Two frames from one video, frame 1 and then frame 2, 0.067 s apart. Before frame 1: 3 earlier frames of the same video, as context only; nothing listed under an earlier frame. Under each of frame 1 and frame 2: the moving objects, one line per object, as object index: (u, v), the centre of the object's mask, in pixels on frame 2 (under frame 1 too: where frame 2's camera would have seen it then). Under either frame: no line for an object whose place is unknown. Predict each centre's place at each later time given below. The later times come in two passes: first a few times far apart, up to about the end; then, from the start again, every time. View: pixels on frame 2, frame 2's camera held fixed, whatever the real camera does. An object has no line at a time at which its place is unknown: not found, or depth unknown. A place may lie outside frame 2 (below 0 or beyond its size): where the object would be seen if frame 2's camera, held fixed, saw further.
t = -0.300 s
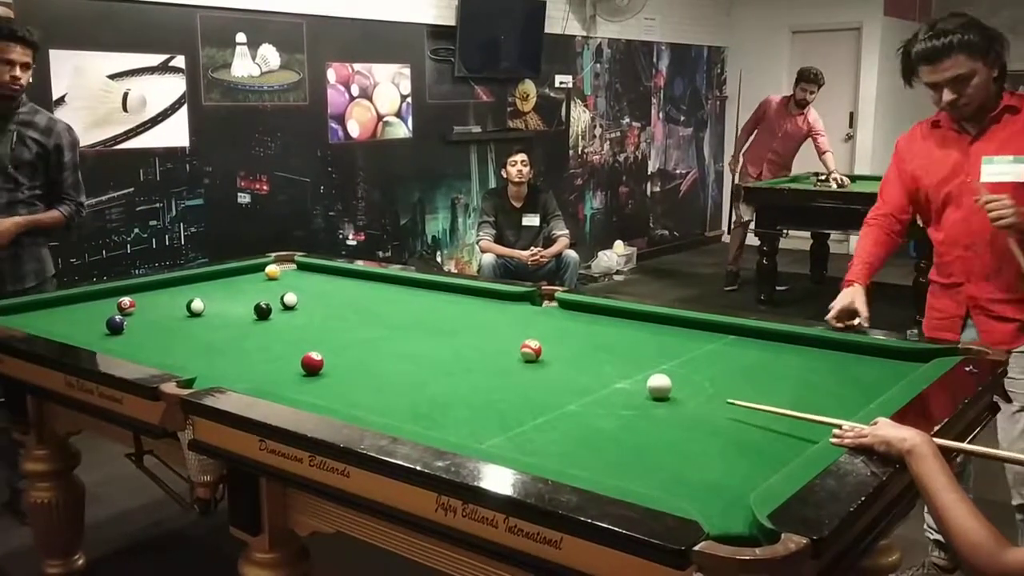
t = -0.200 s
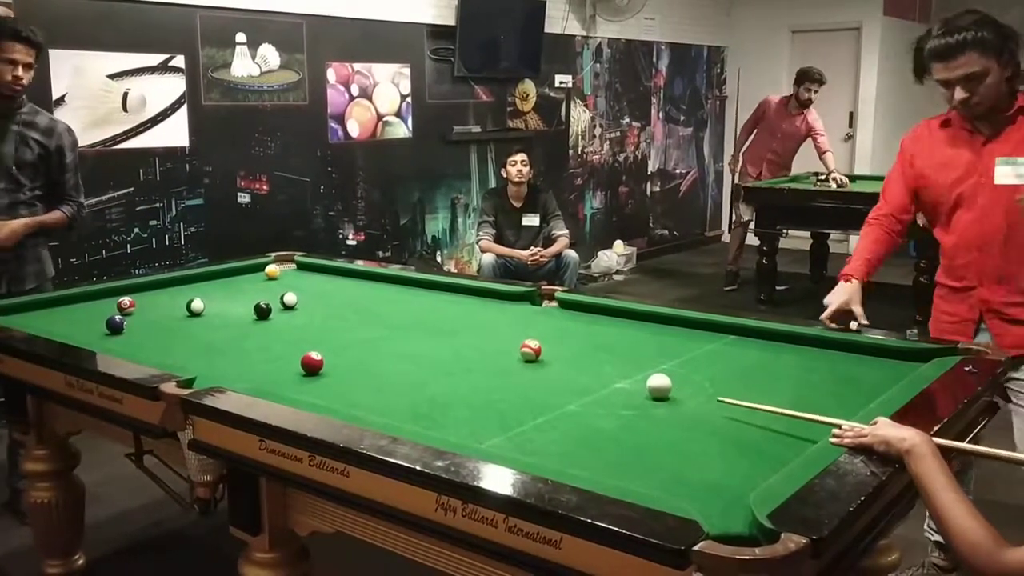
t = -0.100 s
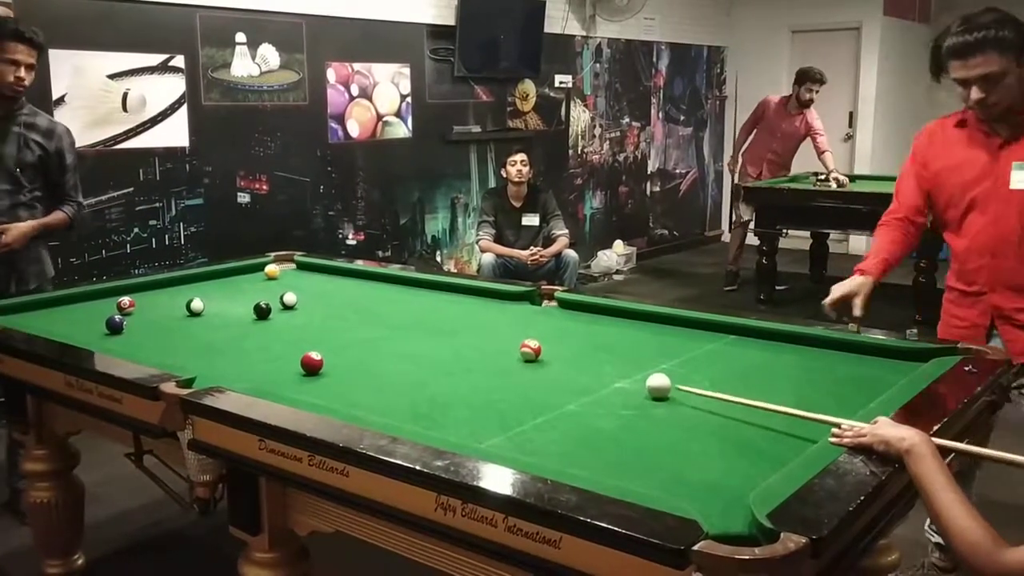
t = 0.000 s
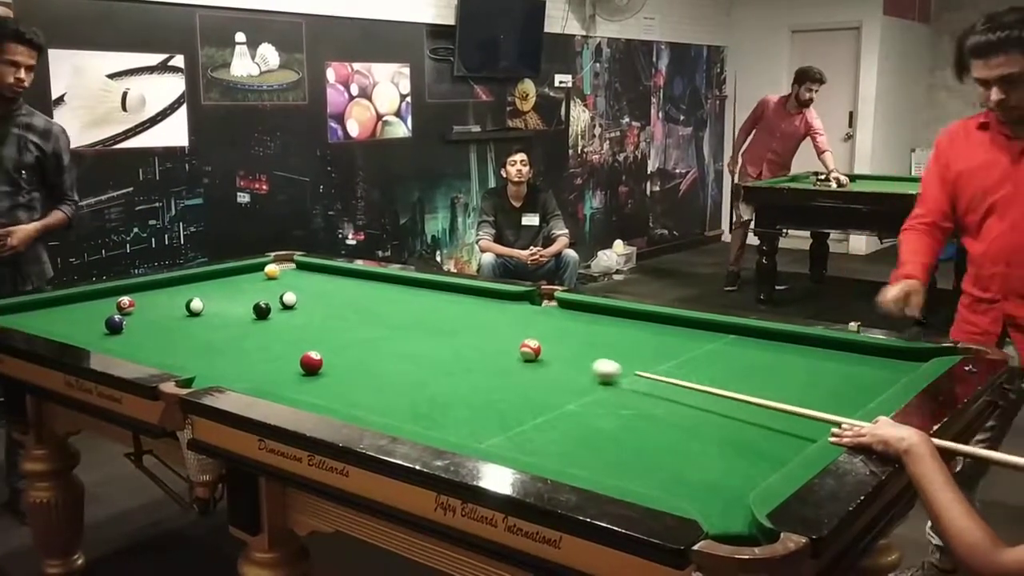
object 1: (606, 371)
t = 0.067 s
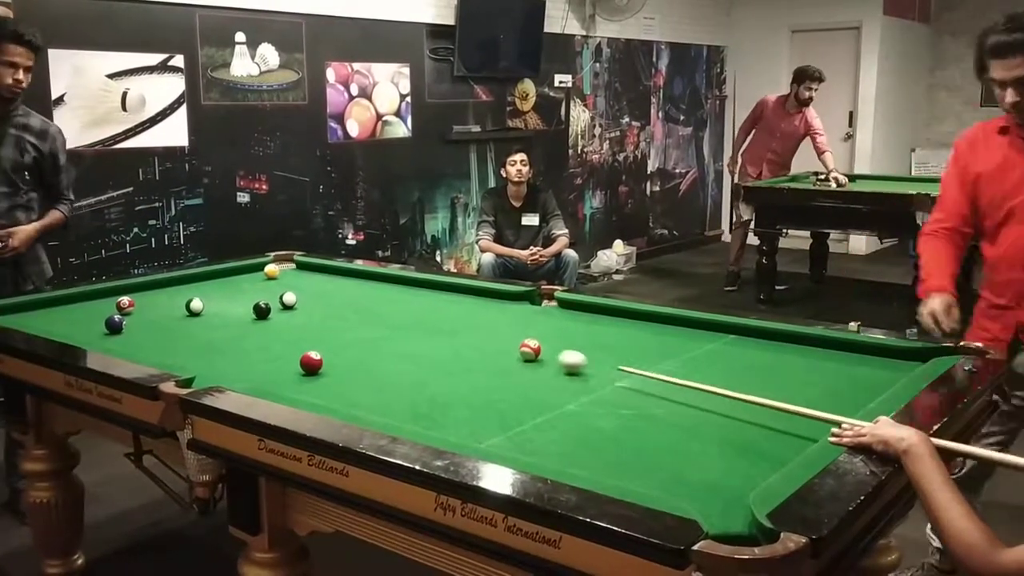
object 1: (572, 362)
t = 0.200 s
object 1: (535, 354)
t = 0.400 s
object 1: (504, 350)
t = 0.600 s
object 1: (474, 346)
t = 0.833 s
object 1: (443, 341)
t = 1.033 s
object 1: (419, 338)
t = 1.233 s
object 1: (397, 334)
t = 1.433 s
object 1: (378, 331)
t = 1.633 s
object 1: (360, 328)
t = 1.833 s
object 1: (344, 326)
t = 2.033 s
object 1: (330, 324)
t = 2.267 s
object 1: (316, 321)
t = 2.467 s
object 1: (305, 320)
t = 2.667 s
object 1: (295, 318)
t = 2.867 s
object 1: (286, 317)
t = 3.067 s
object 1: (279, 316)
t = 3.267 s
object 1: (274, 315)
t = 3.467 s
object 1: (270, 314)
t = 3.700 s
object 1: (267, 313)
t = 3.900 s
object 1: (267, 313)
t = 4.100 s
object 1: (267, 312)
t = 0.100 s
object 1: (557, 358)
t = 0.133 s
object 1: (542, 354)
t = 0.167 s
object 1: (539, 354)
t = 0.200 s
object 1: (535, 354)
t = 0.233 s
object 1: (531, 354)
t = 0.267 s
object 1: (525, 353)
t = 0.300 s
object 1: (520, 352)
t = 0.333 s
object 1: (514, 351)
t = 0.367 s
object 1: (509, 351)
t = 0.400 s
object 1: (504, 350)
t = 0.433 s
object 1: (499, 349)
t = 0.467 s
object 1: (493, 348)
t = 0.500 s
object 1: (489, 348)
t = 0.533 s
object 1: (483, 347)
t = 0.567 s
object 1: (478, 346)
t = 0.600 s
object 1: (474, 346)
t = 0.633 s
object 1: (469, 345)
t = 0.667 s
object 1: (465, 344)
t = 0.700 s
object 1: (460, 344)
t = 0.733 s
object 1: (456, 343)
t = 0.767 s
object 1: (451, 342)
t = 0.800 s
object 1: (447, 341)
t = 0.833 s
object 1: (443, 341)
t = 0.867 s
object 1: (439, 340)
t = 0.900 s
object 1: (434, 340)
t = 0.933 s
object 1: (430, 339)
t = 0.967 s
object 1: (426, 339)
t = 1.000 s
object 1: (422, 338)
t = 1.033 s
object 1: (419, 338)
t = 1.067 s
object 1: (415, 337)
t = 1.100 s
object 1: (411, 336)
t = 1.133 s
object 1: (408, 336)
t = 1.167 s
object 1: (404, 335)
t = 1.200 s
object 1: (400, 335)
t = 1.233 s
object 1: (397, 334)
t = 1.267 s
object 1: (394, 334)
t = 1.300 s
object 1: (390, 333)
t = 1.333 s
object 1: (387, 333)
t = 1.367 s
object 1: (384, 333)
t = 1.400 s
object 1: (381, 332)
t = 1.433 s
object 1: (378, 331)
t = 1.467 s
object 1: (375, 331)
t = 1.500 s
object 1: (372, 330)
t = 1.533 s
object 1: (369, 330)
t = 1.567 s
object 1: (366, 329)
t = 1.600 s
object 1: (363, 329)
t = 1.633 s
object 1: (360, 328)
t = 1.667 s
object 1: (357, 328)
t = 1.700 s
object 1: (355, 327)
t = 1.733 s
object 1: (352, 327)
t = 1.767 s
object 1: (350, 327)
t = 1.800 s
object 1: (347, 326)
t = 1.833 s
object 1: (344, 326)
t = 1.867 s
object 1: (342, 326)
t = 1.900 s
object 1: (340, 325)
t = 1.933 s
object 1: (337, 325)
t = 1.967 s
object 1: (335, 324)
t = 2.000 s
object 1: (333, 324)
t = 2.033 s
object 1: (330, 324)
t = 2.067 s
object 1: (328, 323)
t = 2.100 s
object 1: (326, 323)
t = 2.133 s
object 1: (324, 323)
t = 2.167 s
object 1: (322, 322)
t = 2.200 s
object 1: (320, 322)
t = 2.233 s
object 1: (318, 322)
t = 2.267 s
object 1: (316, 321)
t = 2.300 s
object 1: (314, 321)
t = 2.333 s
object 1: (312, 321)
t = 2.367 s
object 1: (310, 321)
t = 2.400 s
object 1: (308, 320)
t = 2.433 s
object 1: (306, 320)
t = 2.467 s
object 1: (305, 320)
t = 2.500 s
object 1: (303, 319)
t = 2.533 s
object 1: (302, 319)
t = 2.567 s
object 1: (300, 319)
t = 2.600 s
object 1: (298, 319)
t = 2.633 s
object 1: (297, 319)
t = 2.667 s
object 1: (295, 318)
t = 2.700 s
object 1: (294, 318)
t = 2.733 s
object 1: (292, 318)
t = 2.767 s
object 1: (291, 318)
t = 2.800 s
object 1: (289, 318)
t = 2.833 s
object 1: (288, 317)
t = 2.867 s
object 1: (286, 317)
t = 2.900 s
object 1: (285, 317)
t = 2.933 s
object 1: (284, 317)
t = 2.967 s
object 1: (283, 317)
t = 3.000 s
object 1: (281, 317)
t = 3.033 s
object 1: (280, 316)
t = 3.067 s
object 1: (279, 316)
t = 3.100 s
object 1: (278, 316)
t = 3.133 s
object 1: (277, 316)
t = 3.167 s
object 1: (276, 316)
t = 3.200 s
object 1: (275, 316)
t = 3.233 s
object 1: (275, 315)
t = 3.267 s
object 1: (274, 315)
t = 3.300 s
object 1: (273, 315)
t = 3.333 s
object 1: (273, 315)
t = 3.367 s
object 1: (272, 315)
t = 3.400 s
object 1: (271, 315)
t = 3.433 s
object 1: (271, 315)
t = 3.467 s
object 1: (270, 314)
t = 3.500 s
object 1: (270, 314)
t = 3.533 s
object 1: (269, 314)
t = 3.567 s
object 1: (269, 314)
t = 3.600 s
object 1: (268, 314)
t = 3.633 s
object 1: (268, 314)
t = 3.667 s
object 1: (268, 314)
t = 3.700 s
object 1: (267, 313)
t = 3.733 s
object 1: (267, 314)
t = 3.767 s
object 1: (267, 313)
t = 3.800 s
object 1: (267, 313)
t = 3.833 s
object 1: (267, 313)
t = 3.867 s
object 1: (267, 313)
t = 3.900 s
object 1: (267, 313)
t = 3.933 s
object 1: (267, 313)
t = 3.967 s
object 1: (267, 313)
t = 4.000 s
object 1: (267, 312)
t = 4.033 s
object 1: (267, 313)
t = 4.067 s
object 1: (267, 312)
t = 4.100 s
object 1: (267, 312)
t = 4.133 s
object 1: (267, 313)
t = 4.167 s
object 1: (267, 313)
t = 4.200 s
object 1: (267, 313)
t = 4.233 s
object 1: (267, 312)
